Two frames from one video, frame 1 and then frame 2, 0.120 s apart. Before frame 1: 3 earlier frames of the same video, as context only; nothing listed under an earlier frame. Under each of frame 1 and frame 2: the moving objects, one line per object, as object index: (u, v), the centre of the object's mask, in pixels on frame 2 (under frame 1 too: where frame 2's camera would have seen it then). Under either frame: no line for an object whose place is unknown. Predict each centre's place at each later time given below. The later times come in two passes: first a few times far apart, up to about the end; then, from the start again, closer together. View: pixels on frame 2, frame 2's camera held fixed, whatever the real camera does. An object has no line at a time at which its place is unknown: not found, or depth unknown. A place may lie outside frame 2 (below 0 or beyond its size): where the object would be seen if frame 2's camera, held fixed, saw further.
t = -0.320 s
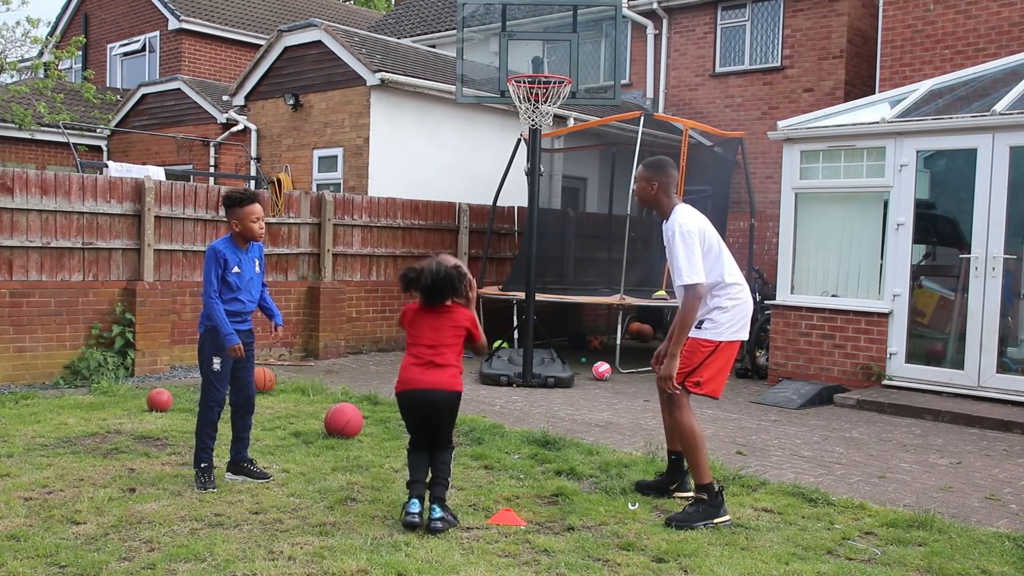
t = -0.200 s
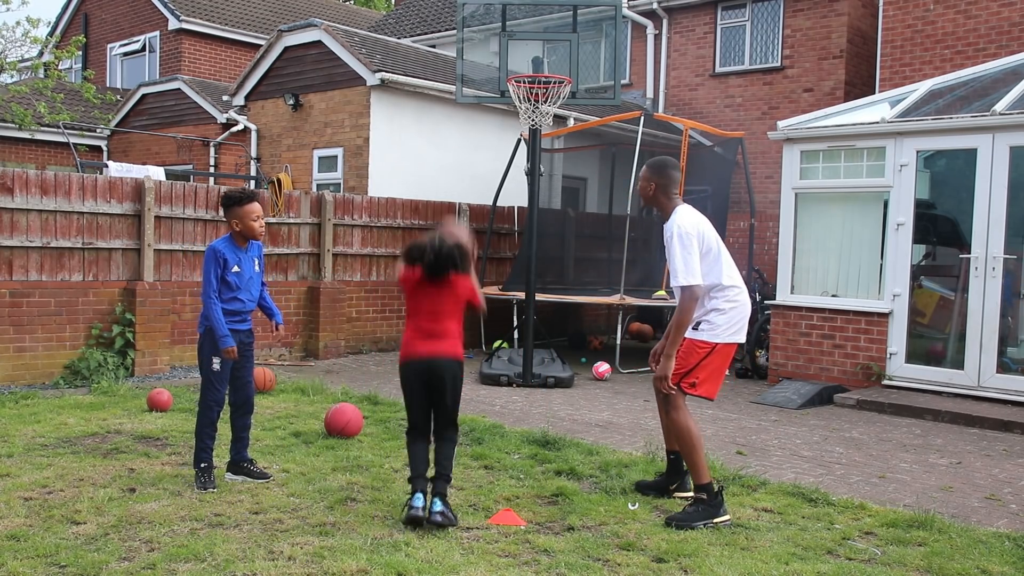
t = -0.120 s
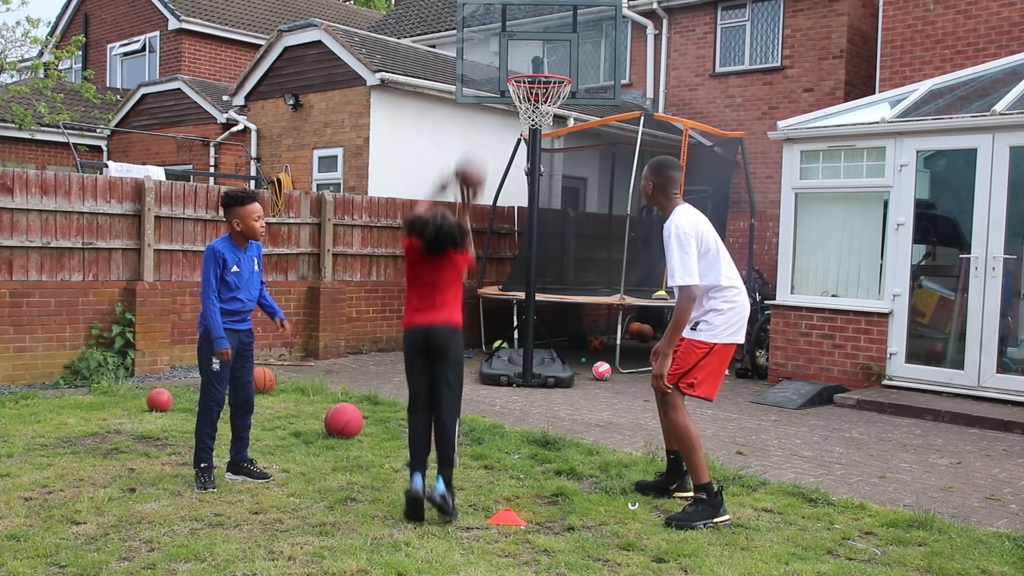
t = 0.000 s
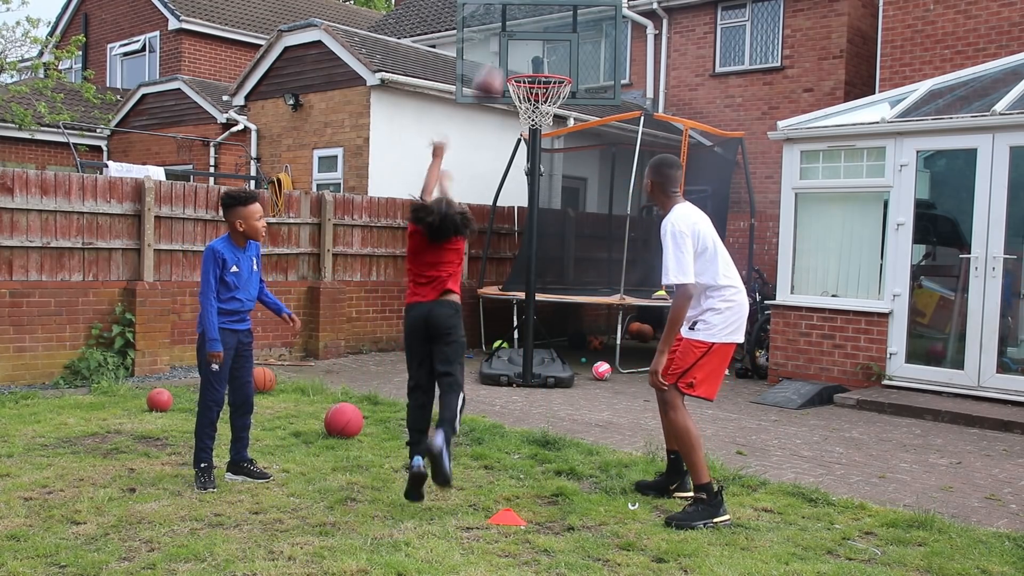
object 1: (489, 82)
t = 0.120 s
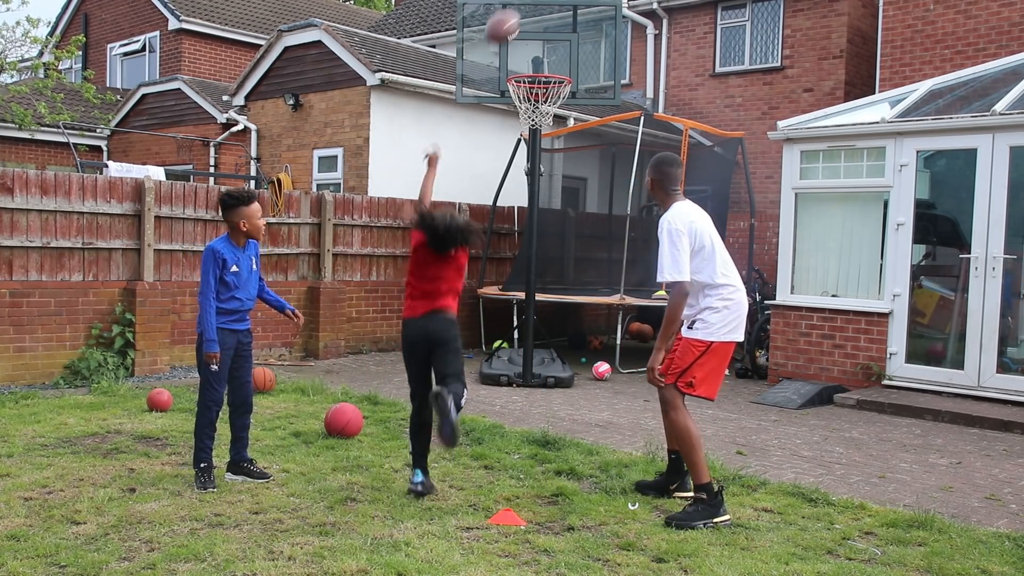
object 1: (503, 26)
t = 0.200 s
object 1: (511, 10)
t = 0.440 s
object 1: (530, 12)
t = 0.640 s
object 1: (544, 61)
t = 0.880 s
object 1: (567, 37)
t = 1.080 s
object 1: (586, 76)
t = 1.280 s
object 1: (602, 169)
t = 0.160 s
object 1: (507, 15)
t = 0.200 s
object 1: (511, 10)
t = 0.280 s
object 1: (521, 8)
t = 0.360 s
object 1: (525, 8)
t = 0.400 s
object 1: (527, 9)
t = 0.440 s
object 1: (530, 12)
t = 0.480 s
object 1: (534, 20)
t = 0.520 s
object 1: (536, 31)
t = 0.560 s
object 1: (538, 42)
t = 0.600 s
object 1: (541, 57)
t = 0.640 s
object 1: (544, 61)
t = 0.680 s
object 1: (548, 52)
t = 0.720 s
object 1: (551, 44)
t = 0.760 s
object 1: (555, 39)
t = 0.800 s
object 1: (559, 36)
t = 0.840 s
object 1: (563, 35)
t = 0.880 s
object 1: (567, 37)
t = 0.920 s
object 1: (571, 40)
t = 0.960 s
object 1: (575, 46)
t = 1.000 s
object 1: (579, 53)
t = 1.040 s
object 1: (583, 63)
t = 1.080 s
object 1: (586, 76)
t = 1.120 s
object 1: (590, 90)
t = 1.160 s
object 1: (593, 105)
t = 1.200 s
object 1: (596, 127)
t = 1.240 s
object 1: (599, 147)
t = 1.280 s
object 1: (602, 169)
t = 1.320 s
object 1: (605, 194)
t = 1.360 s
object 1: (607, 225)
